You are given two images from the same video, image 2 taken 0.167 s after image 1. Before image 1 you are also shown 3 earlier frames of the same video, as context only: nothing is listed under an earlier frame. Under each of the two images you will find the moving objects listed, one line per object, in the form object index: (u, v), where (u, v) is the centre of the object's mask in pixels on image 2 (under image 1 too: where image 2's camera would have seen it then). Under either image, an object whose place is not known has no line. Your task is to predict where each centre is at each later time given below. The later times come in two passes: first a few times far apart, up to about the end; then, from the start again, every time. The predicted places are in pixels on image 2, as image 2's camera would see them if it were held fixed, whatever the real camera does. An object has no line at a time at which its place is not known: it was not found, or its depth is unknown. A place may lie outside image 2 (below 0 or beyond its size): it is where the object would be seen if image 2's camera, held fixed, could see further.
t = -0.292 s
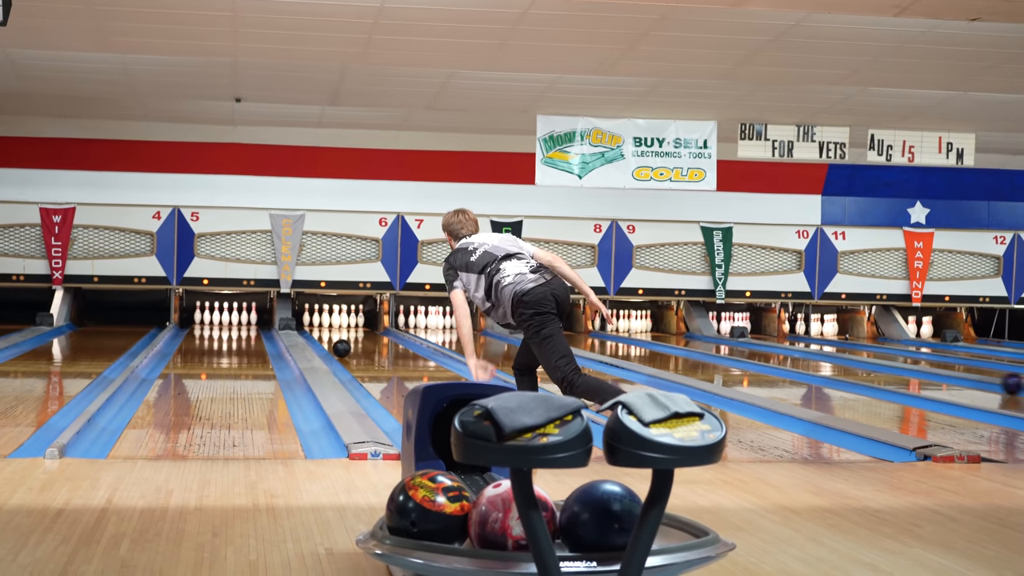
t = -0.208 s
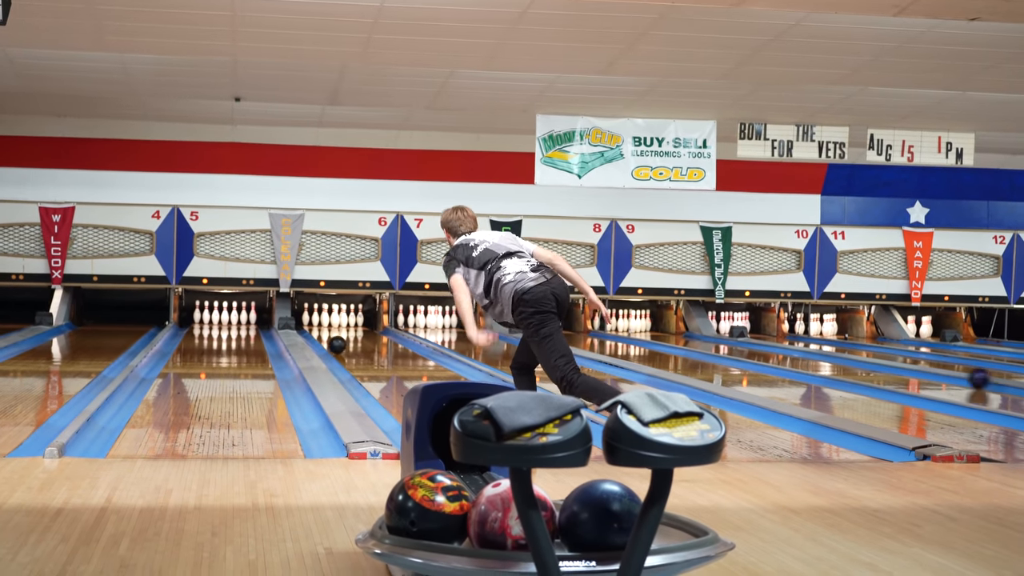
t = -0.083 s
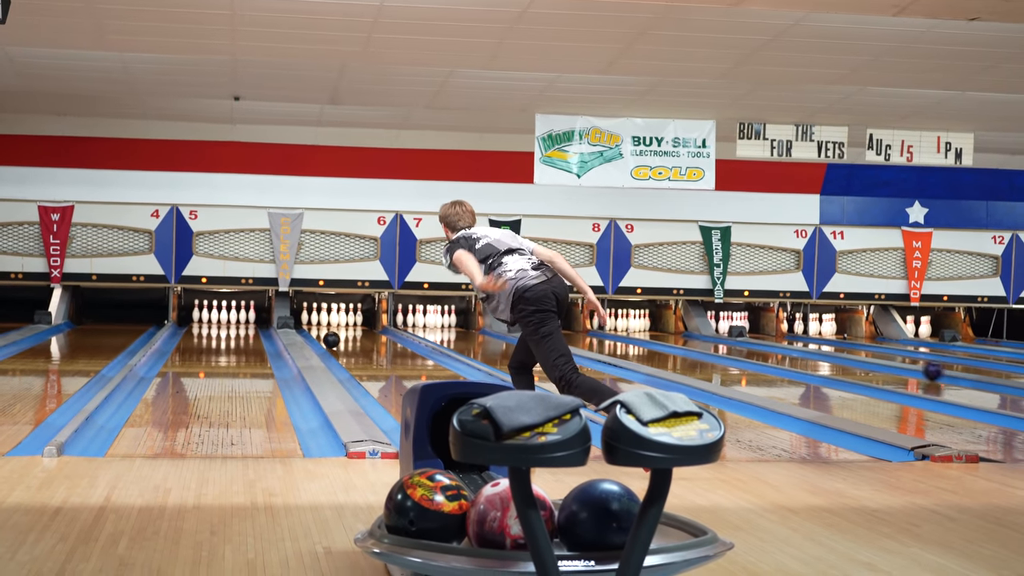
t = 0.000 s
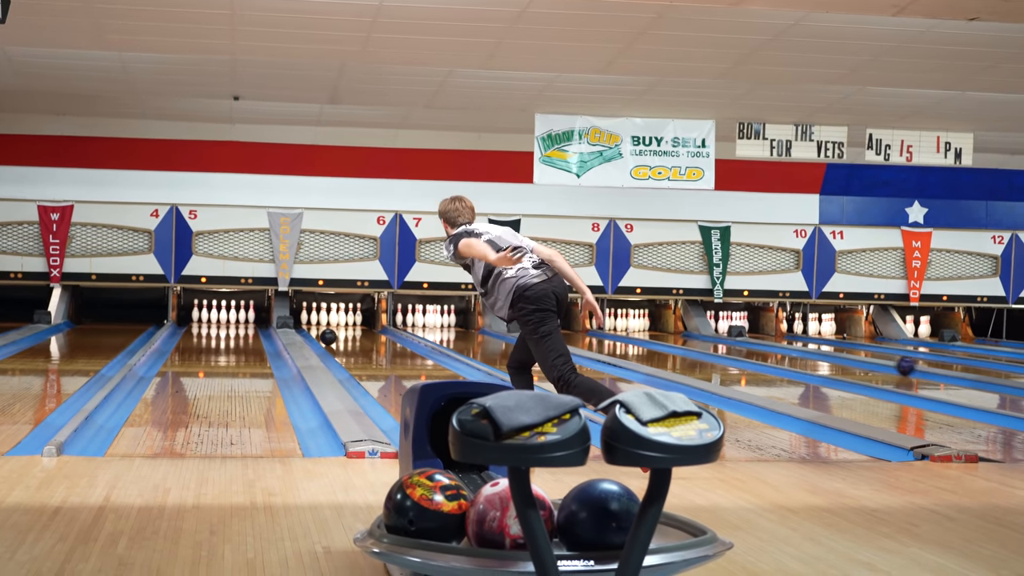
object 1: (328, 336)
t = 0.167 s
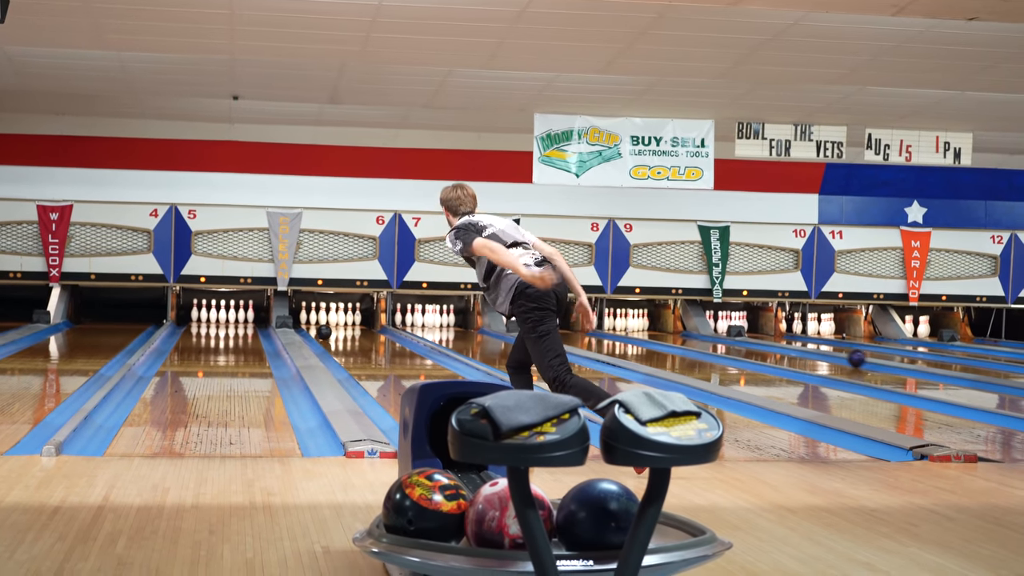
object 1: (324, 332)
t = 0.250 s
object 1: (323, 330)
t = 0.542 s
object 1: (323, 324)
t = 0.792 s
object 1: (328, 321)
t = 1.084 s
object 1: (330, 320)
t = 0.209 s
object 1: (323, 331)
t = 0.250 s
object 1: (323, 330)
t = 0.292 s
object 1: (322, 329)
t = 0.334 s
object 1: (322, 328)
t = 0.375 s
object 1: (322, 327)
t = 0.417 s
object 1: (322, 326)
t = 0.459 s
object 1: (322, 326)
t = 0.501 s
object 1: (323, 325)
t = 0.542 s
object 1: (323, 324)
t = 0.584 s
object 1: (323, 324)
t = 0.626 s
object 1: (324, 323)
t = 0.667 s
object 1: (324, 322)
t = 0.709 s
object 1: (326, 322)
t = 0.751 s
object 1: (327, 321)
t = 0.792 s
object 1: (328, 321)
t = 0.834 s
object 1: (328, 321)
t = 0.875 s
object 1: (328, 320)
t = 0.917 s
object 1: (328, 320)
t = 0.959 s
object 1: (329, 320)
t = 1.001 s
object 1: (329, 320)
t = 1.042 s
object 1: (331, 319)
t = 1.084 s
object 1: (330, 320)
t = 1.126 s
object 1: (331, 319)
